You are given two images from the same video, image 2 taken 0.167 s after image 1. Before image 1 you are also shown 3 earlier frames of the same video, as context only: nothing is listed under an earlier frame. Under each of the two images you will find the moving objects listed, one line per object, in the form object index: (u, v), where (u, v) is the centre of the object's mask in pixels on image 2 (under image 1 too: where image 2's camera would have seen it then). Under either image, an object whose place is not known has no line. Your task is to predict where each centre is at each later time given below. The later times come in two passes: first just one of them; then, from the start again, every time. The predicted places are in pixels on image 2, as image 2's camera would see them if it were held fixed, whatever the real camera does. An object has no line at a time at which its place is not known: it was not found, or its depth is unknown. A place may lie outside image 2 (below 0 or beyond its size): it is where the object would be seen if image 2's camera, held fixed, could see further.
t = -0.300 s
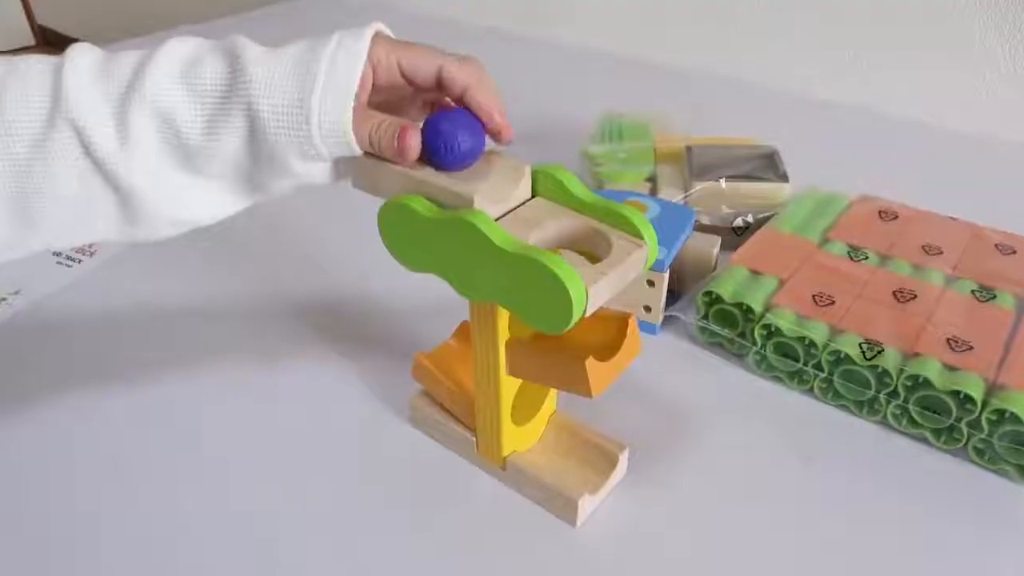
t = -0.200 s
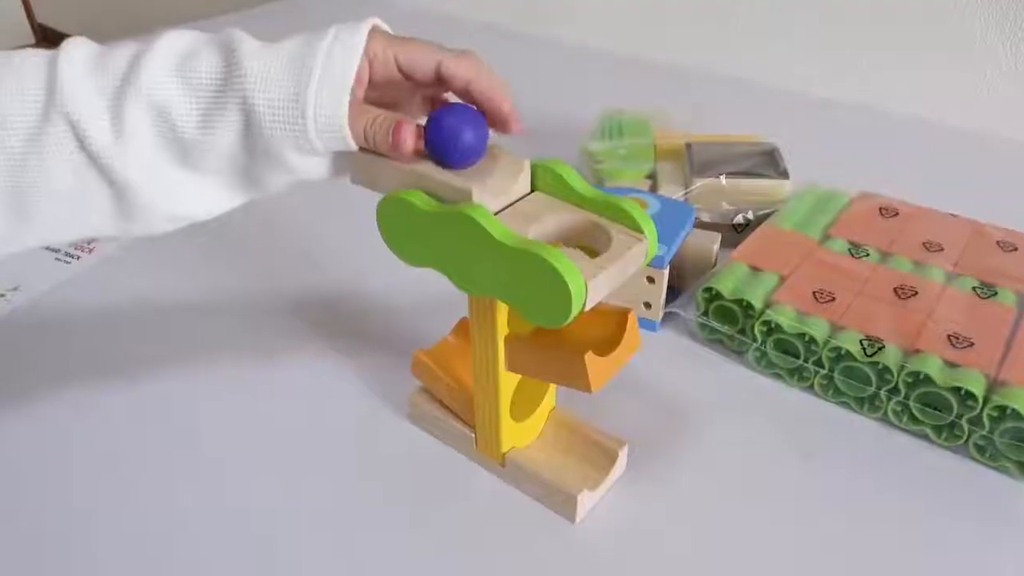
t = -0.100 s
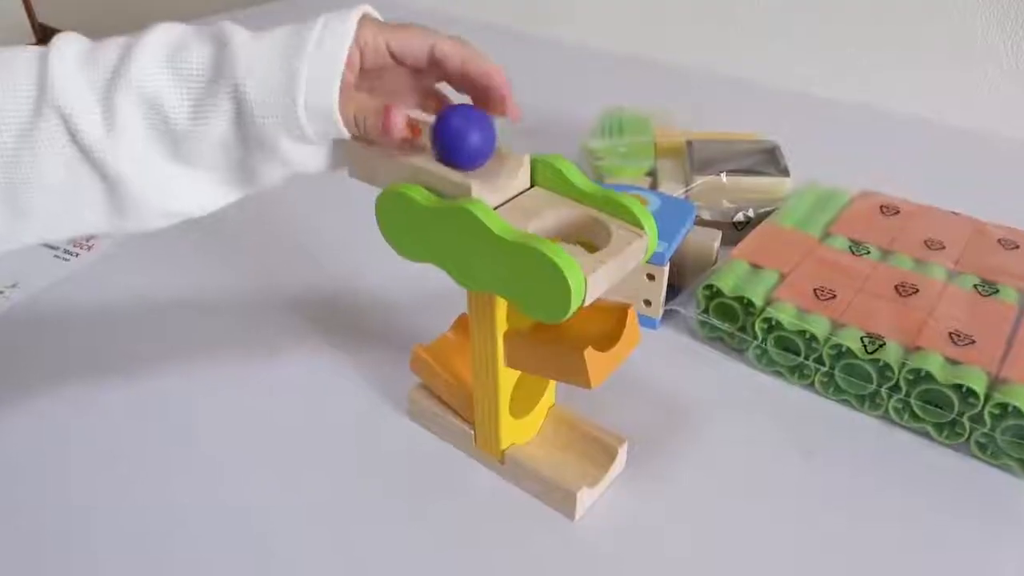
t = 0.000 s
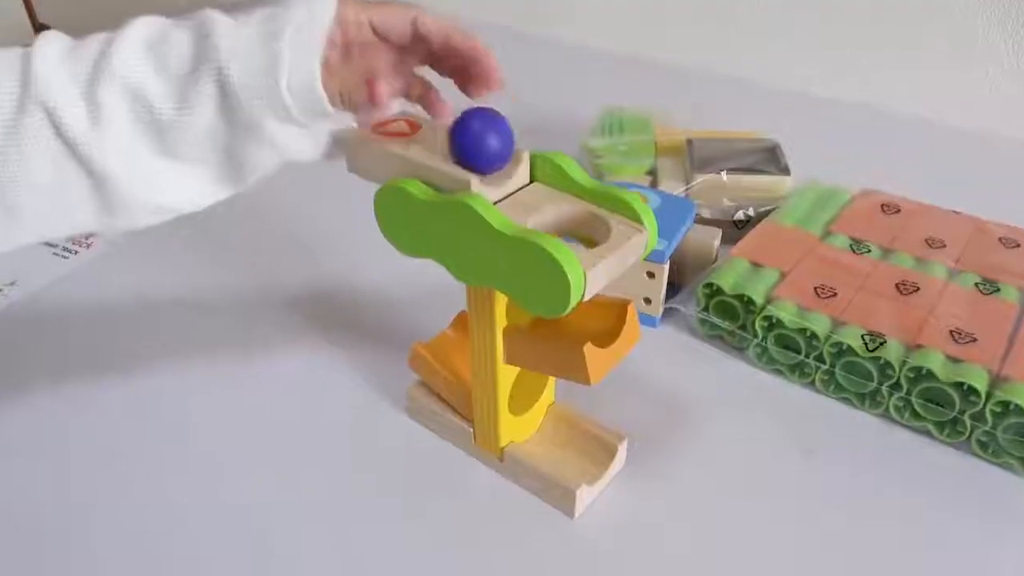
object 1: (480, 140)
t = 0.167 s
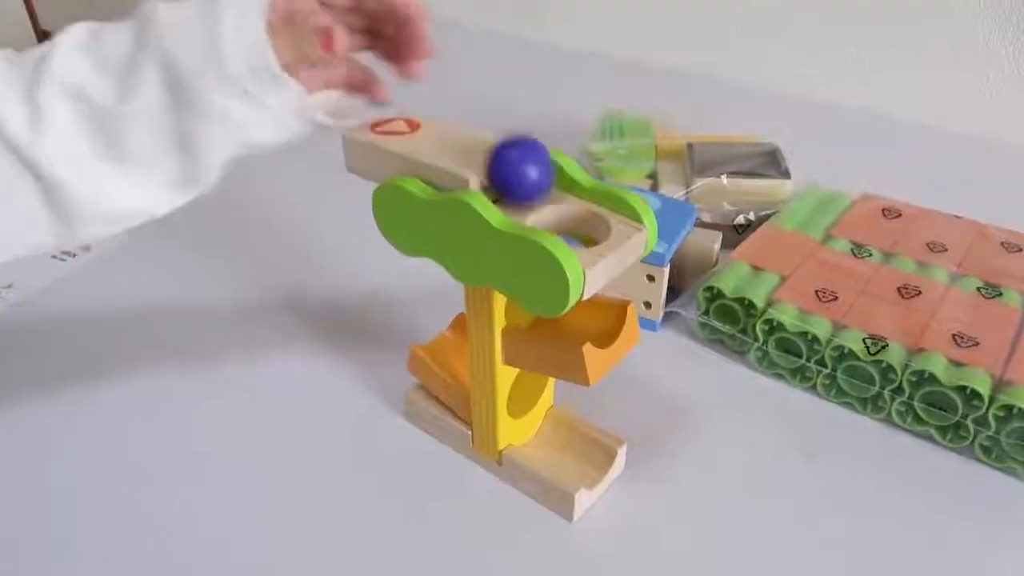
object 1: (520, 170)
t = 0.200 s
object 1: (530, 173)
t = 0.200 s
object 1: (530, 173)
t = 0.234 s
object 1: (539, 179)
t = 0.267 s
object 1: (549, 190)
